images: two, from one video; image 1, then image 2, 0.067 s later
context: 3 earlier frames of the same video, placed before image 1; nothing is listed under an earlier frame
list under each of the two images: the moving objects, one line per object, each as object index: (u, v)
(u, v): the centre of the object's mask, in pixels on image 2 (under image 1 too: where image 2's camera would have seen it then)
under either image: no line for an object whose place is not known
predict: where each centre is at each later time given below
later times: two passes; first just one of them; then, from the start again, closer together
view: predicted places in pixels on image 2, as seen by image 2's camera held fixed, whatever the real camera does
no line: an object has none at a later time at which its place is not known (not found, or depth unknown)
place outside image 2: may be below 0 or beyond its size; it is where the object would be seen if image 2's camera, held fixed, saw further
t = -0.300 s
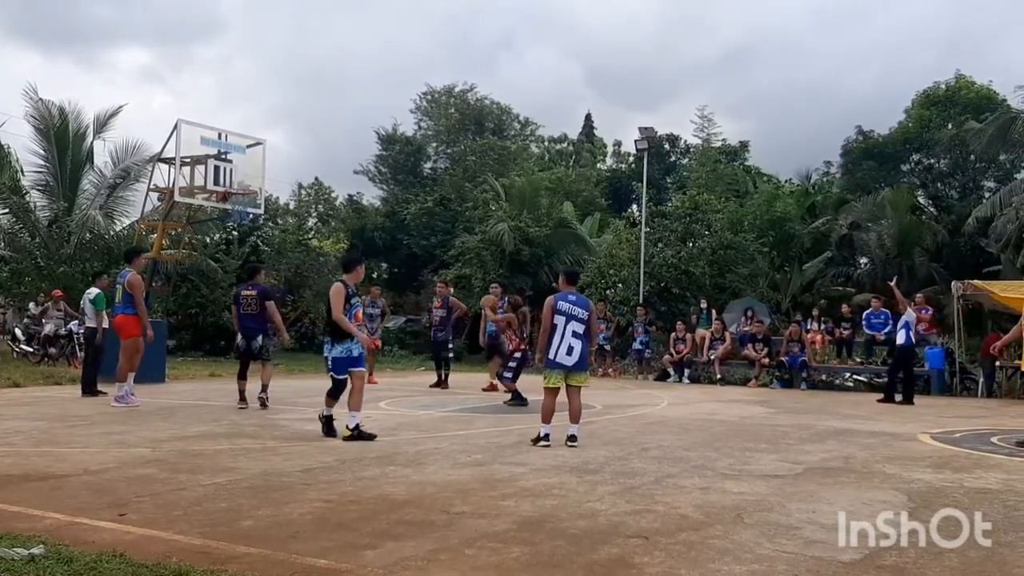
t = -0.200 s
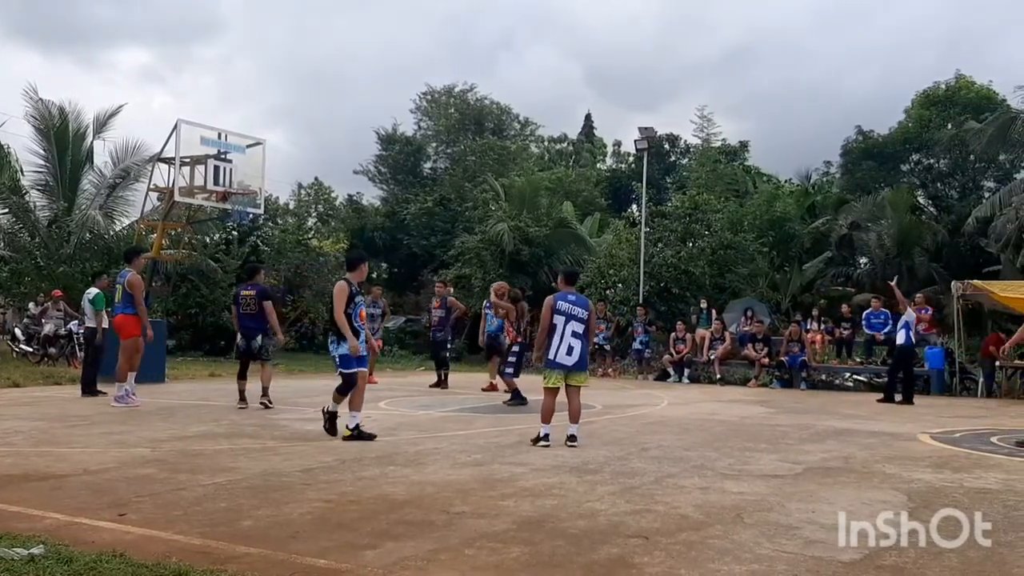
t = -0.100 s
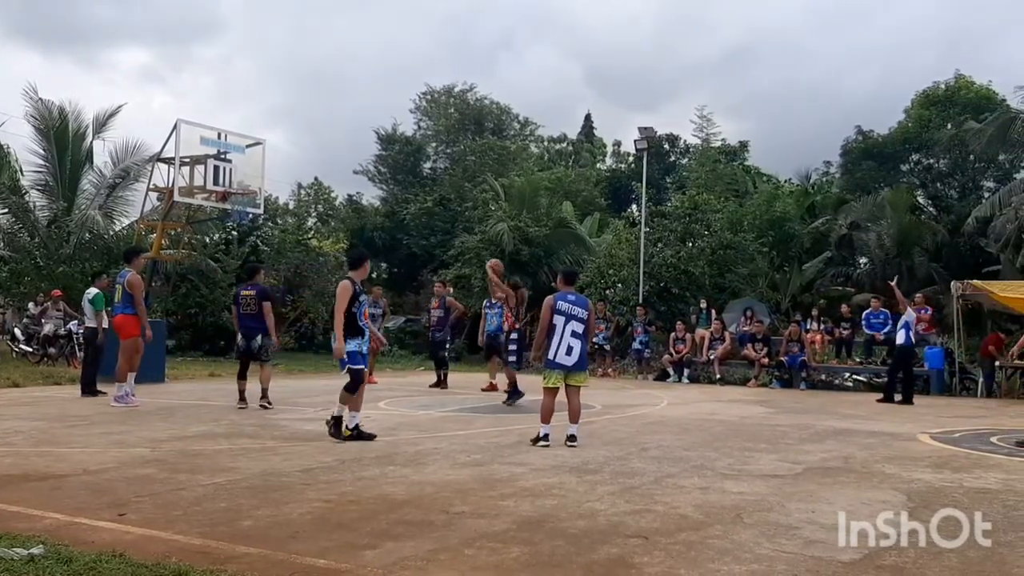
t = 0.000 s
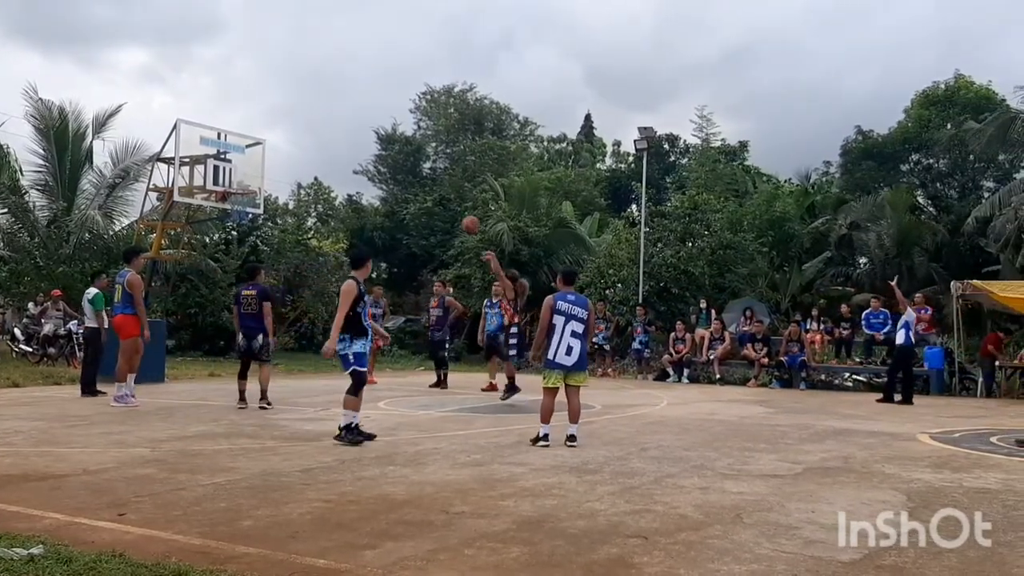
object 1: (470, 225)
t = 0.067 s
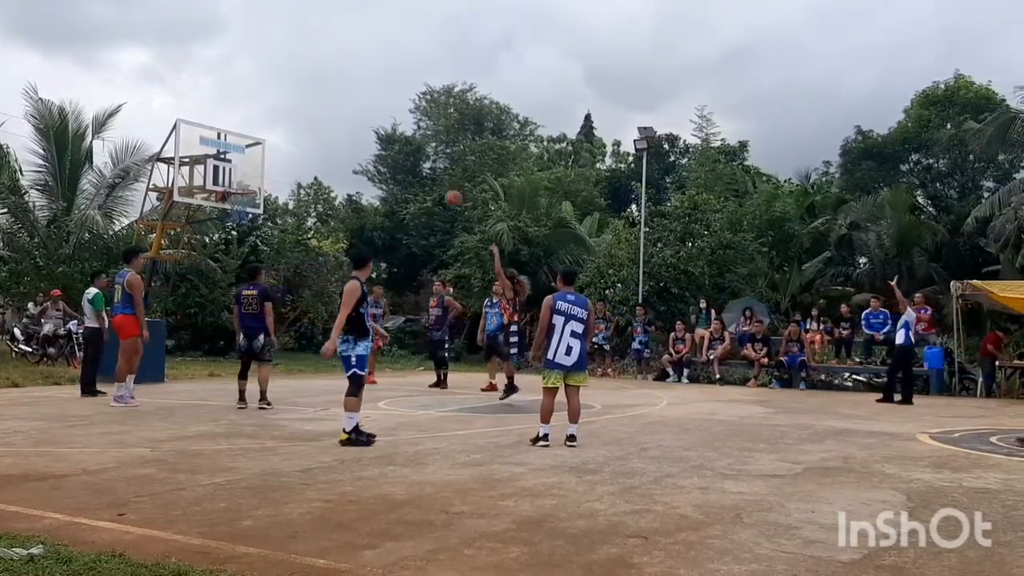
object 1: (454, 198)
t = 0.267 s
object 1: (405, 143)
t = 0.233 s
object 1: (413, 148)
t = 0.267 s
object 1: (405, 143)
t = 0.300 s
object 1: (399, 136)
